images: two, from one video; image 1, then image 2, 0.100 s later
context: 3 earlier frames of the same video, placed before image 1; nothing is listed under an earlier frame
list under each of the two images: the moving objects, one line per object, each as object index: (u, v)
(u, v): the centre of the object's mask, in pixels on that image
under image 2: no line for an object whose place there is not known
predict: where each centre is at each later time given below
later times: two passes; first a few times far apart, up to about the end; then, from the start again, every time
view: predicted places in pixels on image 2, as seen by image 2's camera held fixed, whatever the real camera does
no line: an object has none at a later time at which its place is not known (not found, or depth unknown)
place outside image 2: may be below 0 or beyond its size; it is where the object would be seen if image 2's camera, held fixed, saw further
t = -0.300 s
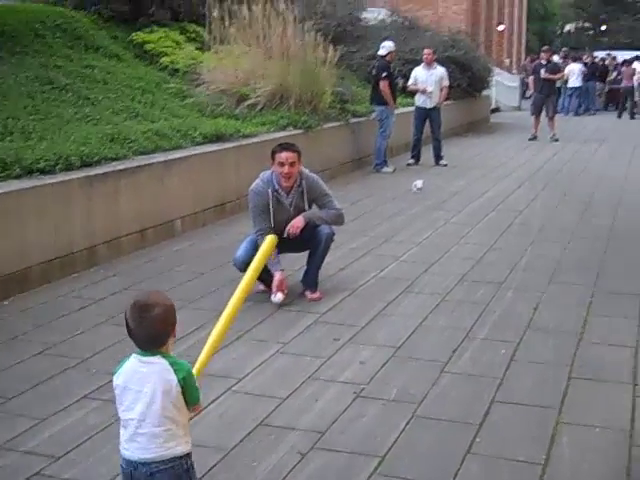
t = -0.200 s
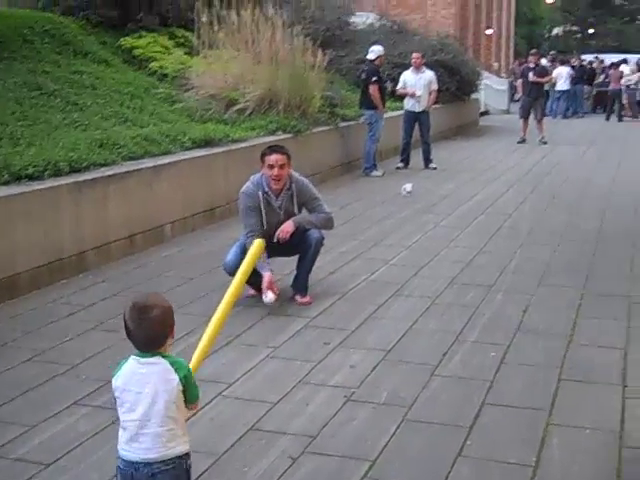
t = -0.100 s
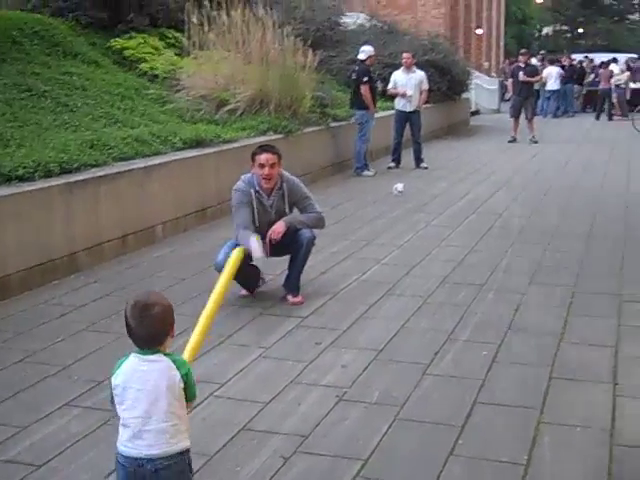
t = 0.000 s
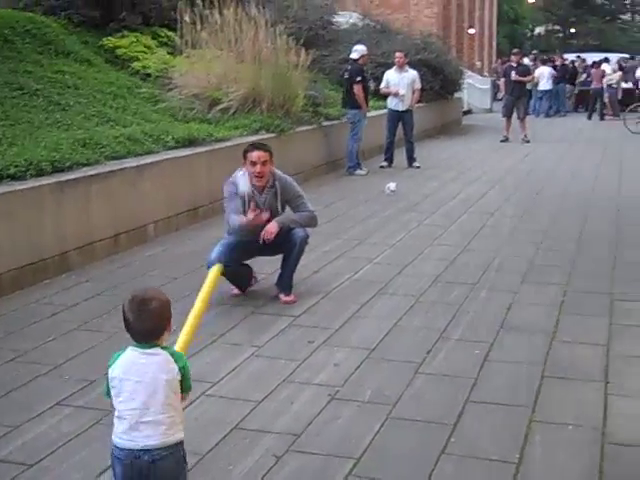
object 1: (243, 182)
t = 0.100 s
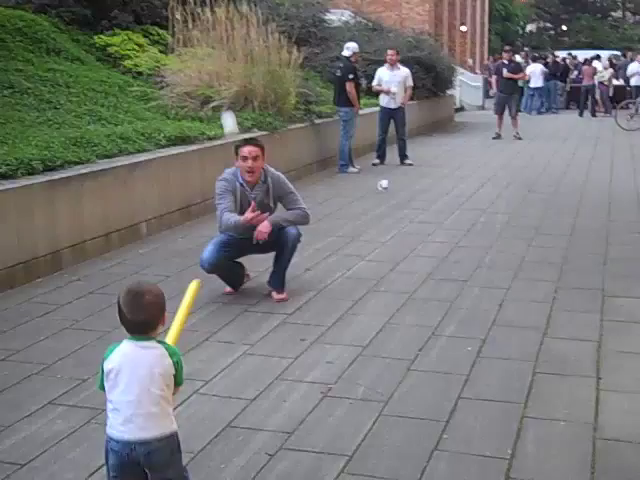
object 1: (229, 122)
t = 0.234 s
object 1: (220, 66)
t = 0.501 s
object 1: (197, 62)
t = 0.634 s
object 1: (183, 159)
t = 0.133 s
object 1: (227, 107)
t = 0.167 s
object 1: (225, 91)
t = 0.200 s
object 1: (223, 78)
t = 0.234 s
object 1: (220, 66)
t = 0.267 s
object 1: (218, 56)
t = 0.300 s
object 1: (215, 49)
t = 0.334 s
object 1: (213, 44)
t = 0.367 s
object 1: (209, 41)
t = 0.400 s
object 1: (207, 41)
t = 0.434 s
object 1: (204, 43)
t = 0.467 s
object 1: (201, 50)
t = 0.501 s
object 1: (197, 62)
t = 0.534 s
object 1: (194, 76)
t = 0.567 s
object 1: (190, 98)
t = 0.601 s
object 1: (187, 123)
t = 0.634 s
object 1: (183, 159)
